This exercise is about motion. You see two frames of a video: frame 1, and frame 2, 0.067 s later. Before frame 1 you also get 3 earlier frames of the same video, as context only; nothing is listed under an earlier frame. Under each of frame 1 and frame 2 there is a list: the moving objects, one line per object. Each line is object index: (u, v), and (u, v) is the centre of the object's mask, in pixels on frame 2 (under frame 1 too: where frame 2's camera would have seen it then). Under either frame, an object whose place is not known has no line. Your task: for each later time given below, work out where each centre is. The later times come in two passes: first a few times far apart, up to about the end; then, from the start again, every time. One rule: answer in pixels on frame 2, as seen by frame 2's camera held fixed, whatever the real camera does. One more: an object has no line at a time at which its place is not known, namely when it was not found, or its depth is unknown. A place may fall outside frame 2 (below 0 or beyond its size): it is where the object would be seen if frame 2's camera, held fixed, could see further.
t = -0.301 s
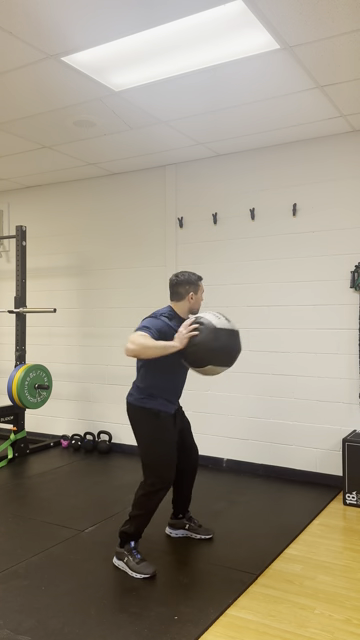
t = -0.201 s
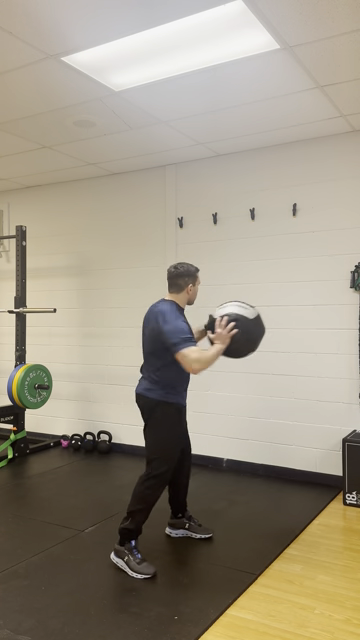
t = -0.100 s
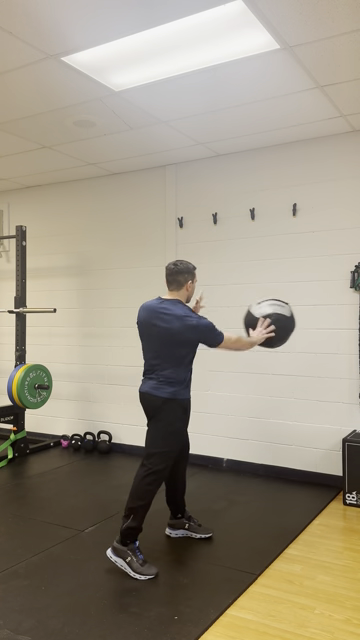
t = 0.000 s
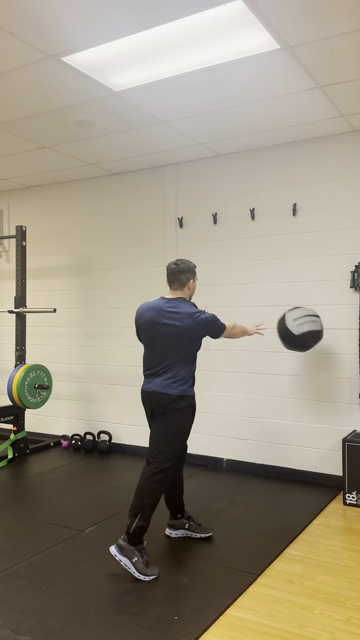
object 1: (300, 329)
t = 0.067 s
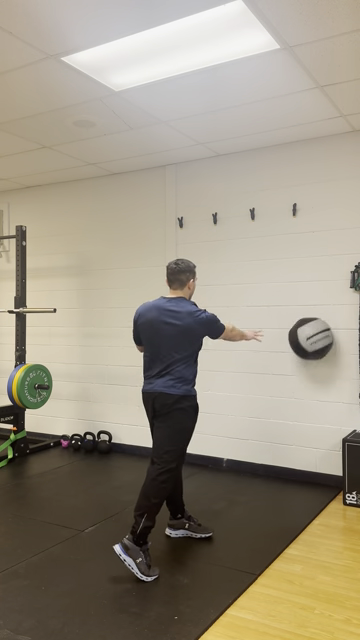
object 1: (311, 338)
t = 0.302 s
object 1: (278, 424)
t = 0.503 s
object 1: (243, 497)
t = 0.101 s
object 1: (307, 345)
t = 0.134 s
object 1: (302, 353)
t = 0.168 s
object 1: (298, 363)
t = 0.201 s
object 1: (293, 375)
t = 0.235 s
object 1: (288, 389)
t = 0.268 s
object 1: (283, 405)
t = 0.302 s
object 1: (278, 424)
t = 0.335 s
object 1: (273, 444)
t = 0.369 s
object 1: (268, 467)
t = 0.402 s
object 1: (261, 492)
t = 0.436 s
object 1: (255, 512)
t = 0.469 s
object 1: (249, 504)
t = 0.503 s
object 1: (243, 497)
